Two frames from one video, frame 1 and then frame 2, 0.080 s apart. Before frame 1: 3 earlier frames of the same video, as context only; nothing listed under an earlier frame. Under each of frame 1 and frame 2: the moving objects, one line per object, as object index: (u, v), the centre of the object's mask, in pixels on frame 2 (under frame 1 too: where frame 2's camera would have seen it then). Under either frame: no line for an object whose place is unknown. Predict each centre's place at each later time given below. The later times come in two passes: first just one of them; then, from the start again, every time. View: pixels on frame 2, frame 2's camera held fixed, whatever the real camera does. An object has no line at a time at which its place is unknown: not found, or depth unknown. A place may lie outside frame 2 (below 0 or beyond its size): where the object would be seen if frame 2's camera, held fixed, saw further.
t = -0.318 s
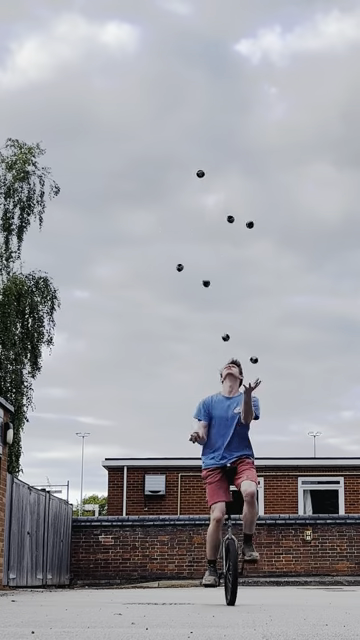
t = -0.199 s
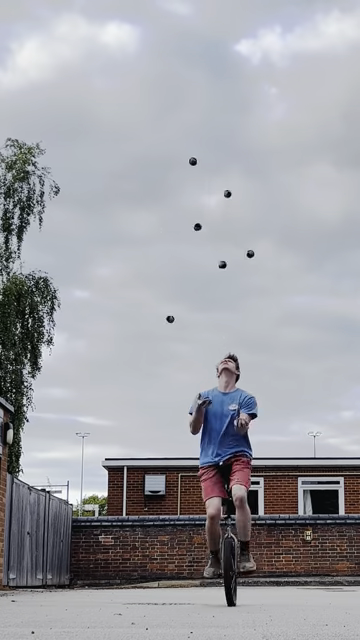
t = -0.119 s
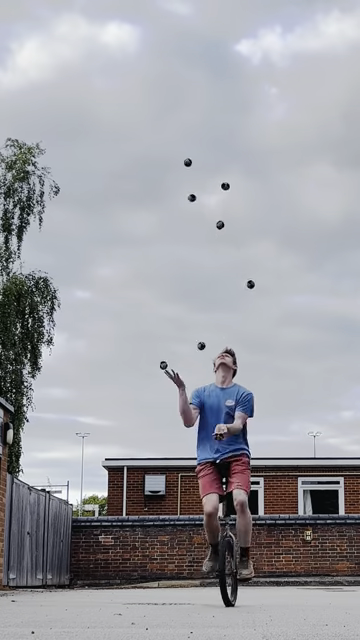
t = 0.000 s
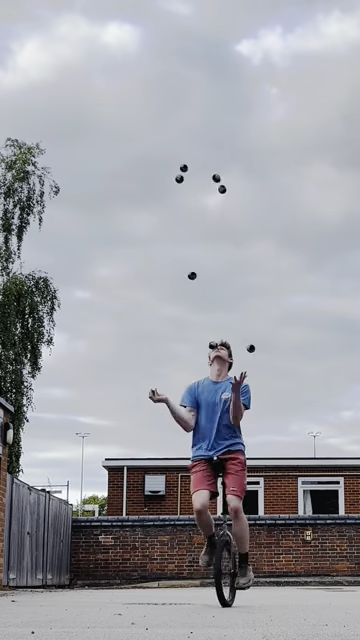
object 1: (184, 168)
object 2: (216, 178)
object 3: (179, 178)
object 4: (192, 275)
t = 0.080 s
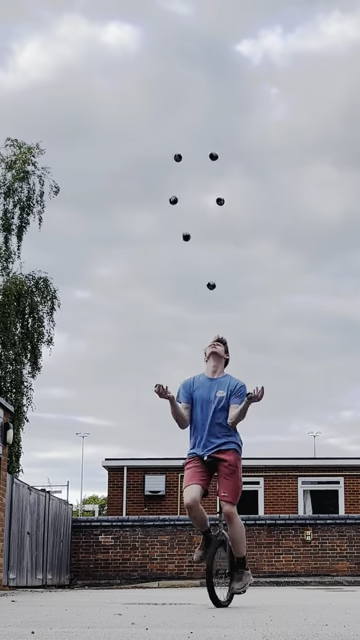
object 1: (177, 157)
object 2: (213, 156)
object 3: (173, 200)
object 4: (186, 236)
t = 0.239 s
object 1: (165, 161)
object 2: (207, 136)
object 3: (160, 272)
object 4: (174, 182)
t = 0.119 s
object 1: (174, 155)
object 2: (212, 148)
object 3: (170, 214)
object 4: (183, 220)
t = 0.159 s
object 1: (171, 155)
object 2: (211, 142)
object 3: (167, 231)
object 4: (180, 205)
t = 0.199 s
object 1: (168, 157)
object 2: (209, 138)
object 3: (164, 250)
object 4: (177, 193)
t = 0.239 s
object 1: (165, 161)
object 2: (207, 136)
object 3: (160, 272)
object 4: (174, 182)
